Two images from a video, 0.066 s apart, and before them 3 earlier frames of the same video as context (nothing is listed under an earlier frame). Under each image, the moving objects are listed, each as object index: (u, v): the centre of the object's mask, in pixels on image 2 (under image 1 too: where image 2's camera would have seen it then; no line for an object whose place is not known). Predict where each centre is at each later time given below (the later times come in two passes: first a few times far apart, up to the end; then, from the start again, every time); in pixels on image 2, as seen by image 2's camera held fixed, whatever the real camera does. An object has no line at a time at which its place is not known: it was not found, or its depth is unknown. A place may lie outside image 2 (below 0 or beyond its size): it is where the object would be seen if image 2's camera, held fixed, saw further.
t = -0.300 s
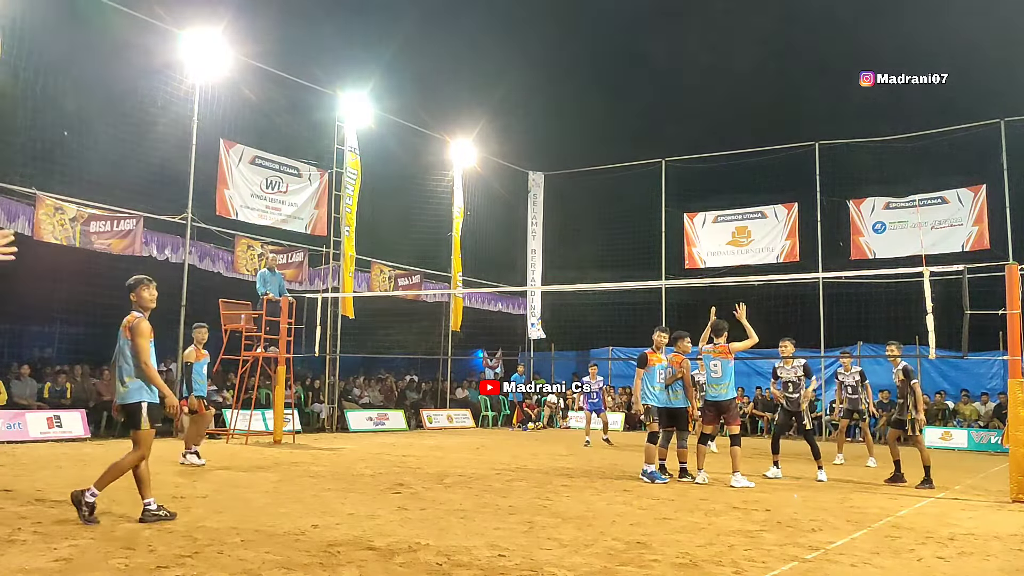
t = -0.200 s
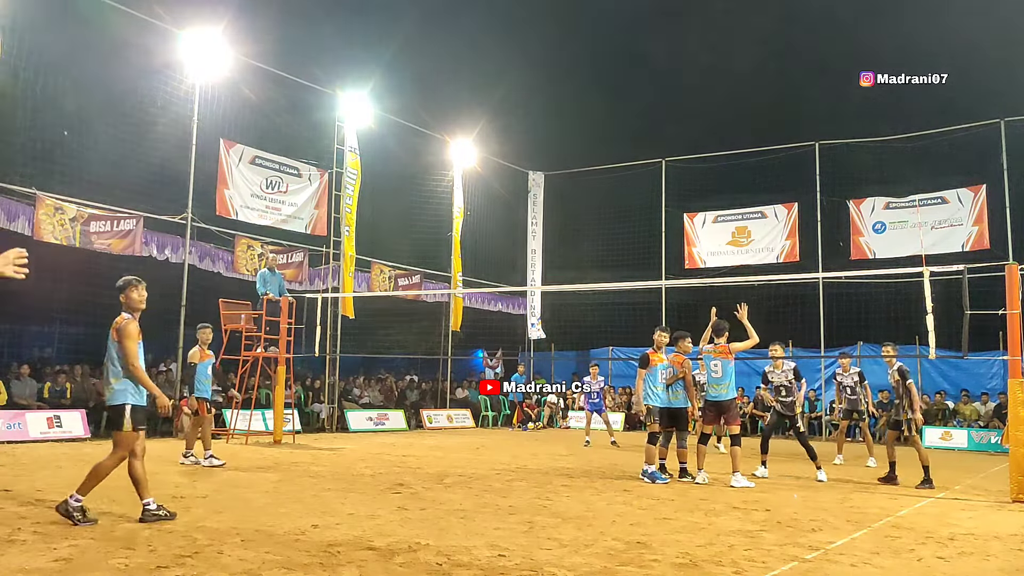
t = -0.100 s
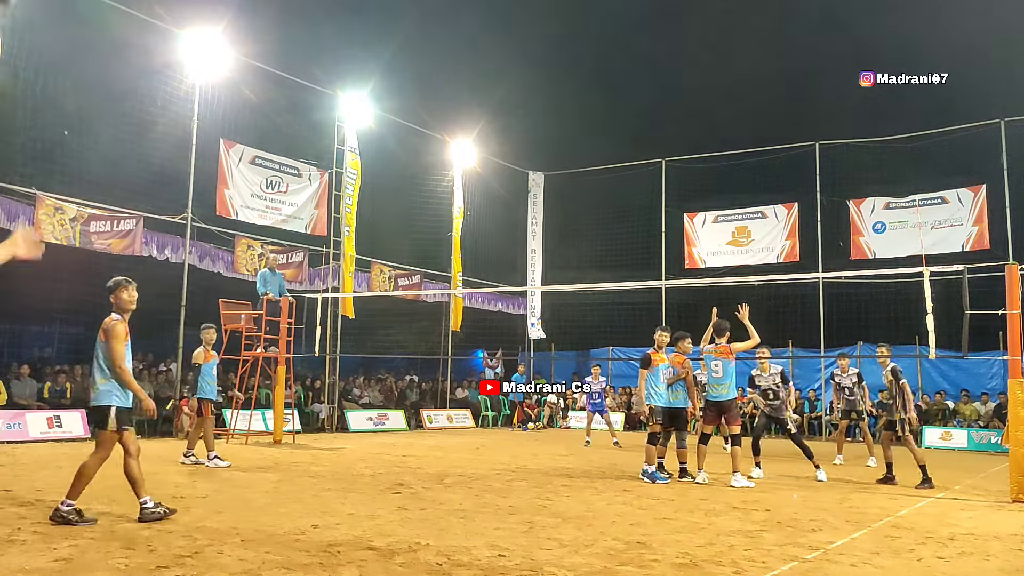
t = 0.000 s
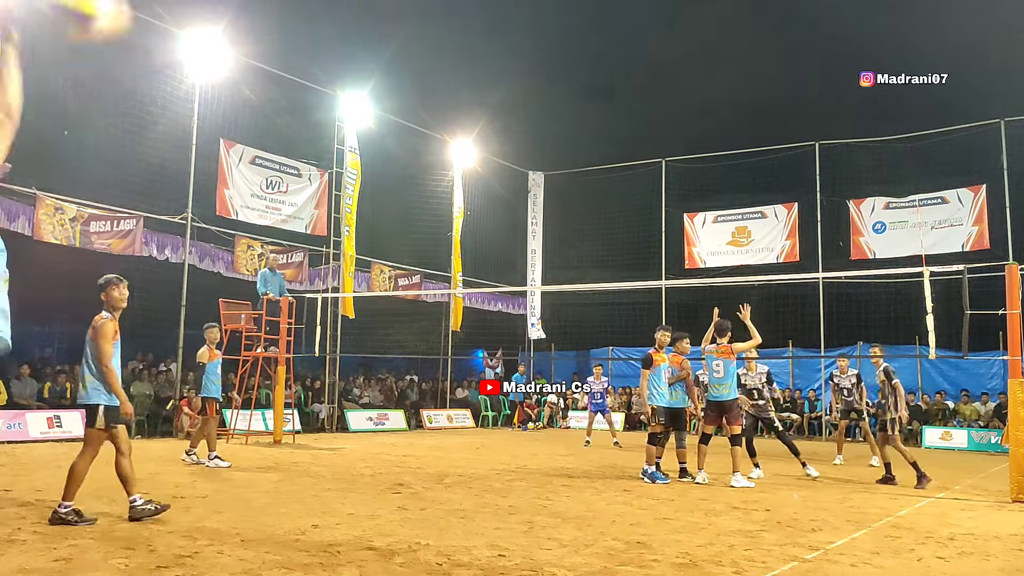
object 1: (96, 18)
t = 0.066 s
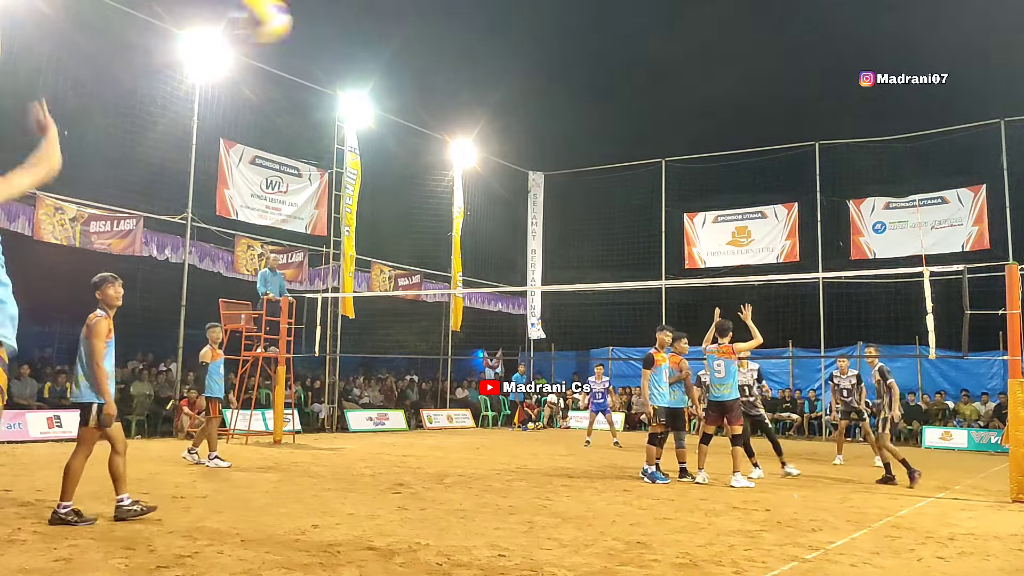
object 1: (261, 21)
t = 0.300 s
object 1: (550, 65)
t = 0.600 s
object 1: (701, 150)
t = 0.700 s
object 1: (733, 182)
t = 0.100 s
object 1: (323, 23)
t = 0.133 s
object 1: (376, 28)
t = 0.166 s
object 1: (420, 34)
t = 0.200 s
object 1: (459, 41)
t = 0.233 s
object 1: (494, 49)
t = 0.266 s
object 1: (523, 57)
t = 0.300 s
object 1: (550, 65)
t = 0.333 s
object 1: (574, 73)
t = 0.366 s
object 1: (594, 82)
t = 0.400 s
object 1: (614, 92)
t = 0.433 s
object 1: (631, 101)
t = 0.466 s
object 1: (647, 110)
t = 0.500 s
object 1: (662, 120)
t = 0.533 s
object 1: (676, 130)
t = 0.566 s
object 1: (688, 140)
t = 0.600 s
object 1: (701, 150)
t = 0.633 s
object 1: (712, 161)
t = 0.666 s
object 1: (723, 172)
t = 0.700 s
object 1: (733, 182)
